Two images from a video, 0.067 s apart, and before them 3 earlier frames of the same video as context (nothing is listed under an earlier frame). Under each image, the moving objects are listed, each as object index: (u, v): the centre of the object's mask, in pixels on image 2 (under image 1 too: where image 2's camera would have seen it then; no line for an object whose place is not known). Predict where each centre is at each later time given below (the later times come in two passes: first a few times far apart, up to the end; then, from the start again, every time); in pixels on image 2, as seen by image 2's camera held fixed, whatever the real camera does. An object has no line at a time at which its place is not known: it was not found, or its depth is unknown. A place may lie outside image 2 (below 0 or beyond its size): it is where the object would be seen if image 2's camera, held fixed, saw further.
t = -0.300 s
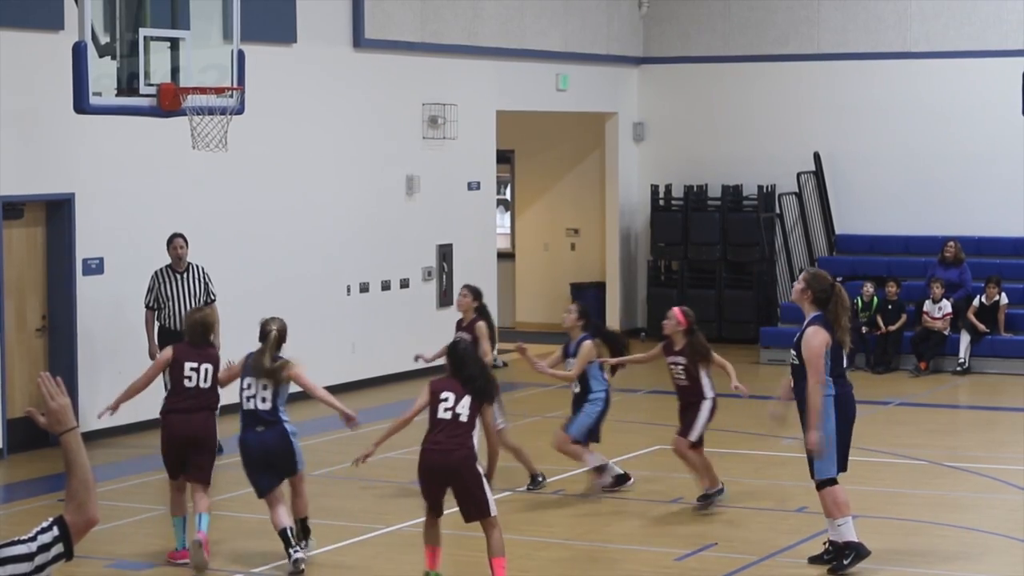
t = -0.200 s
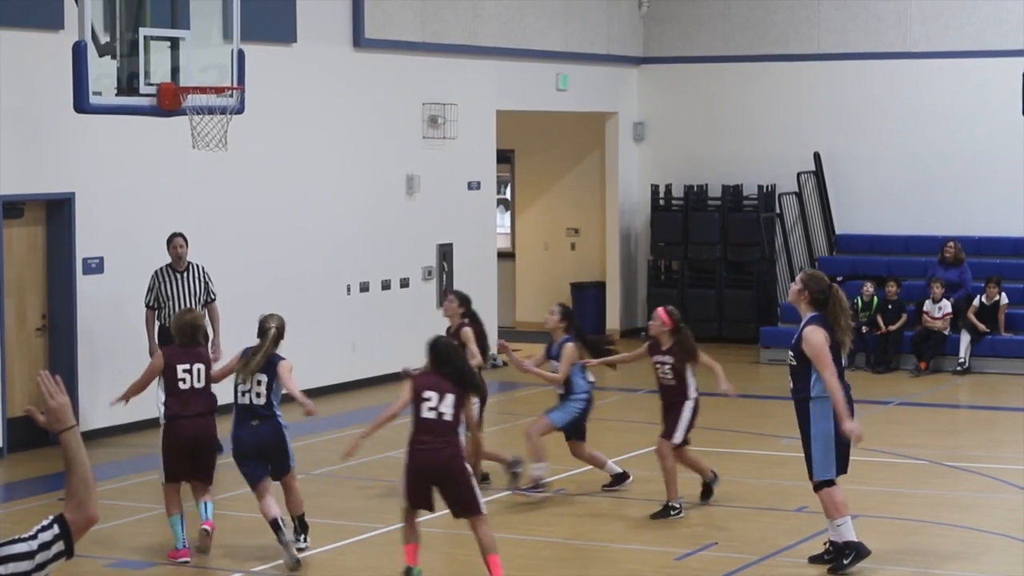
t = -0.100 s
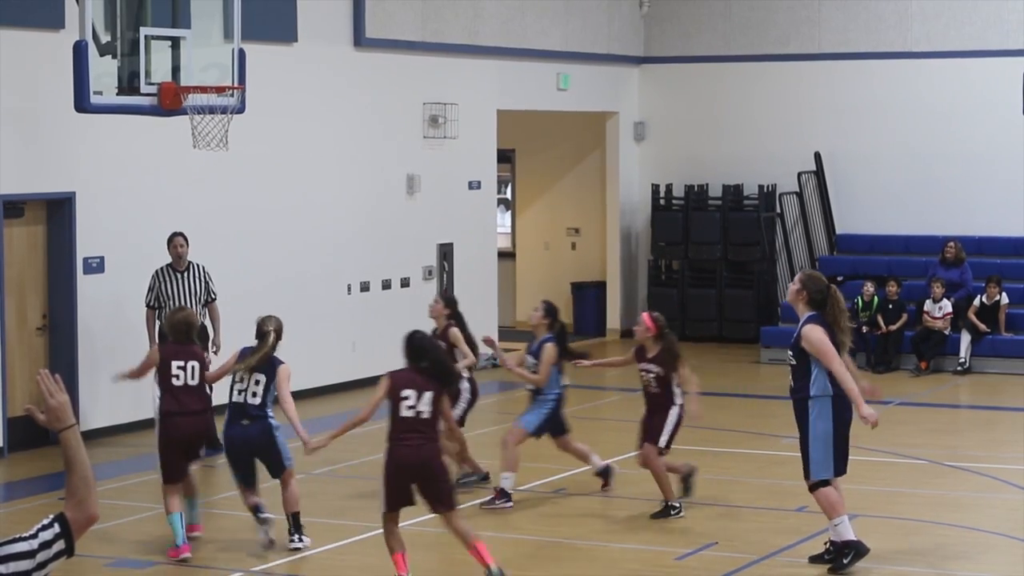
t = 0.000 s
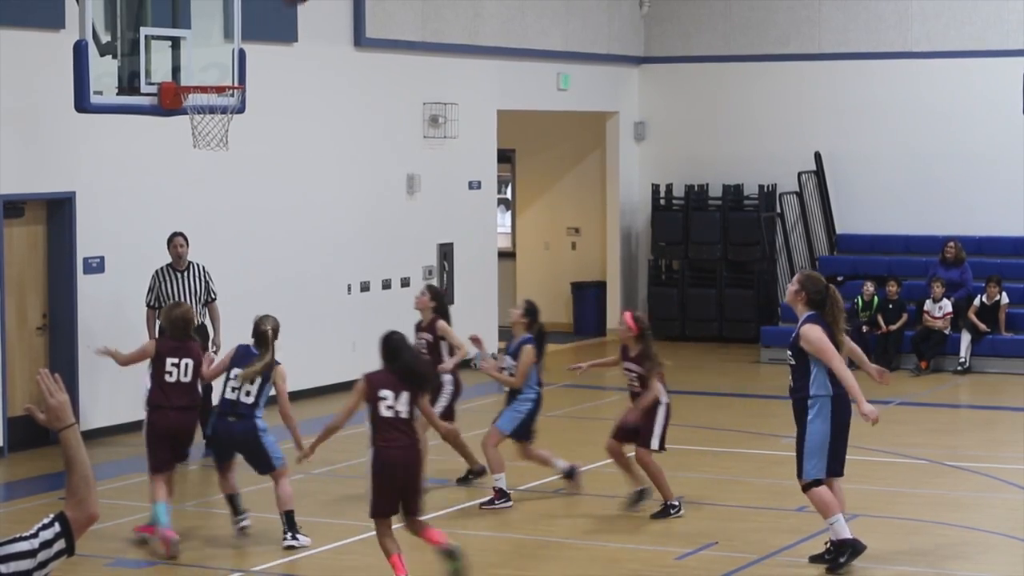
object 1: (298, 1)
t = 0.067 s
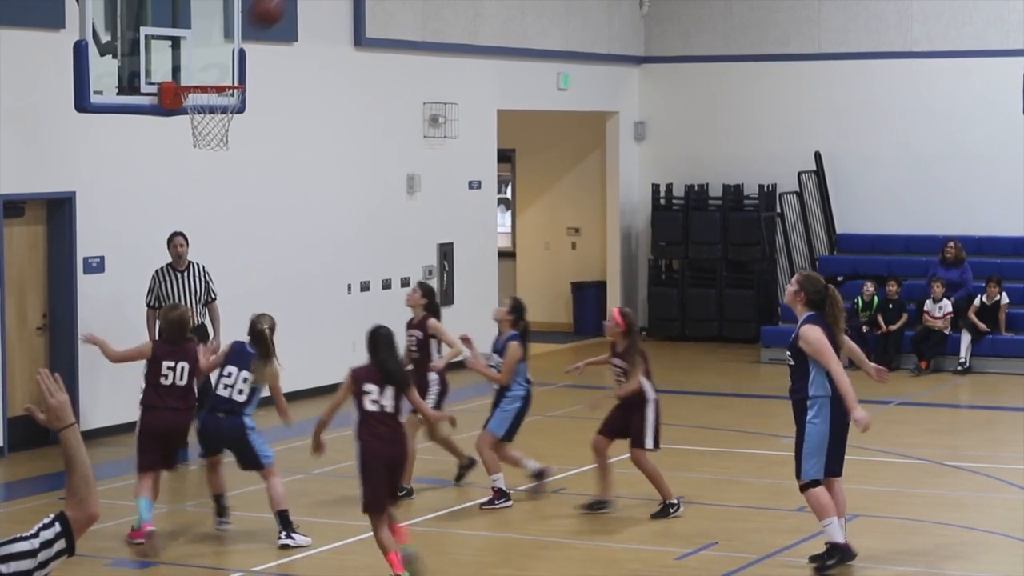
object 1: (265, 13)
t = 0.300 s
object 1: (219, 131)
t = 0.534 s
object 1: (264, 217)
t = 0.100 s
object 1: (252, 24)
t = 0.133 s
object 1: (235, 38)
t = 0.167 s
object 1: (219, 56)
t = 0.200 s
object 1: (204, 72)
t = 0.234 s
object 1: (197, 93)
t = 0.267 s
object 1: (209, 111)
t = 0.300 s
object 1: (219, 131)
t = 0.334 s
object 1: (229, 141)
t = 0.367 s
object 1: (235, 150)
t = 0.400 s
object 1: (240, 160)
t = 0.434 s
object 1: (246, 172)
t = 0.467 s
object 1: (253, 185)
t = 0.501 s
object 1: (258, 201)
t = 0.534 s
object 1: (264, 217)
